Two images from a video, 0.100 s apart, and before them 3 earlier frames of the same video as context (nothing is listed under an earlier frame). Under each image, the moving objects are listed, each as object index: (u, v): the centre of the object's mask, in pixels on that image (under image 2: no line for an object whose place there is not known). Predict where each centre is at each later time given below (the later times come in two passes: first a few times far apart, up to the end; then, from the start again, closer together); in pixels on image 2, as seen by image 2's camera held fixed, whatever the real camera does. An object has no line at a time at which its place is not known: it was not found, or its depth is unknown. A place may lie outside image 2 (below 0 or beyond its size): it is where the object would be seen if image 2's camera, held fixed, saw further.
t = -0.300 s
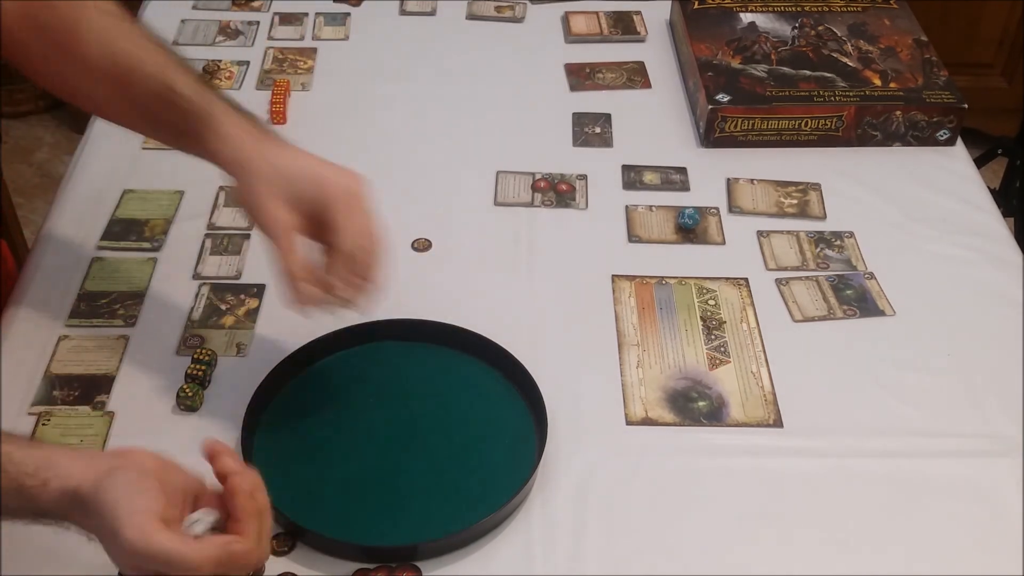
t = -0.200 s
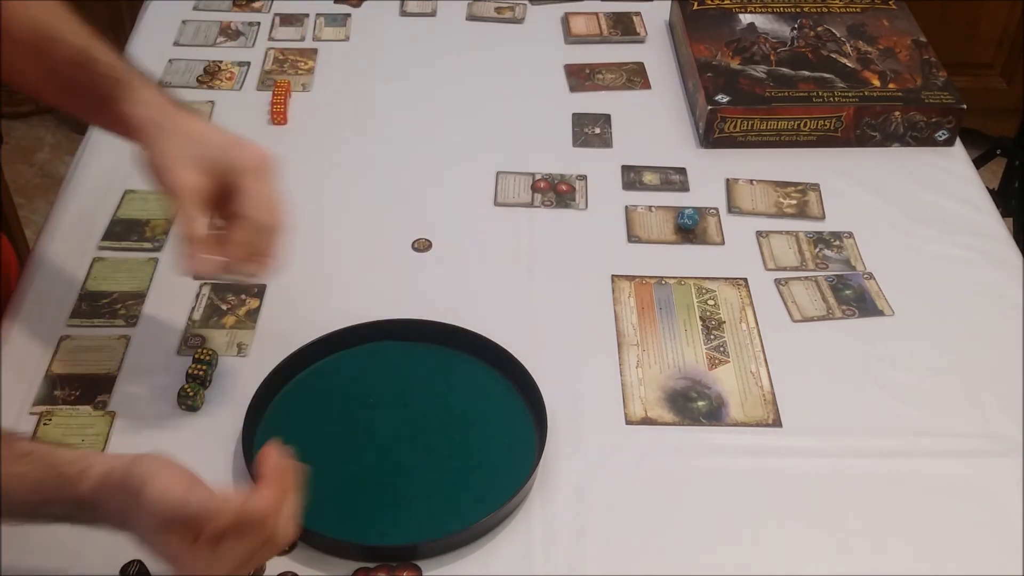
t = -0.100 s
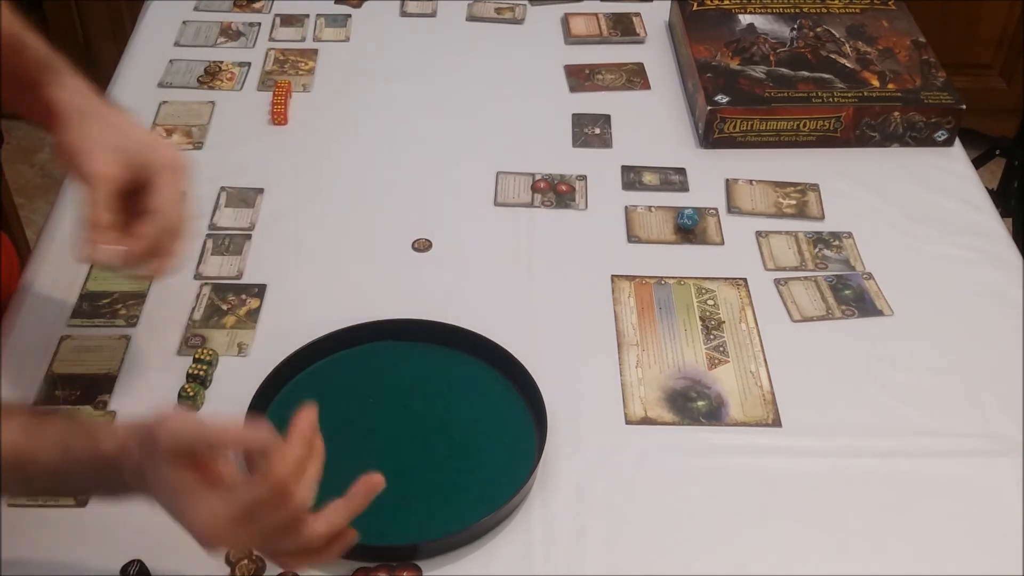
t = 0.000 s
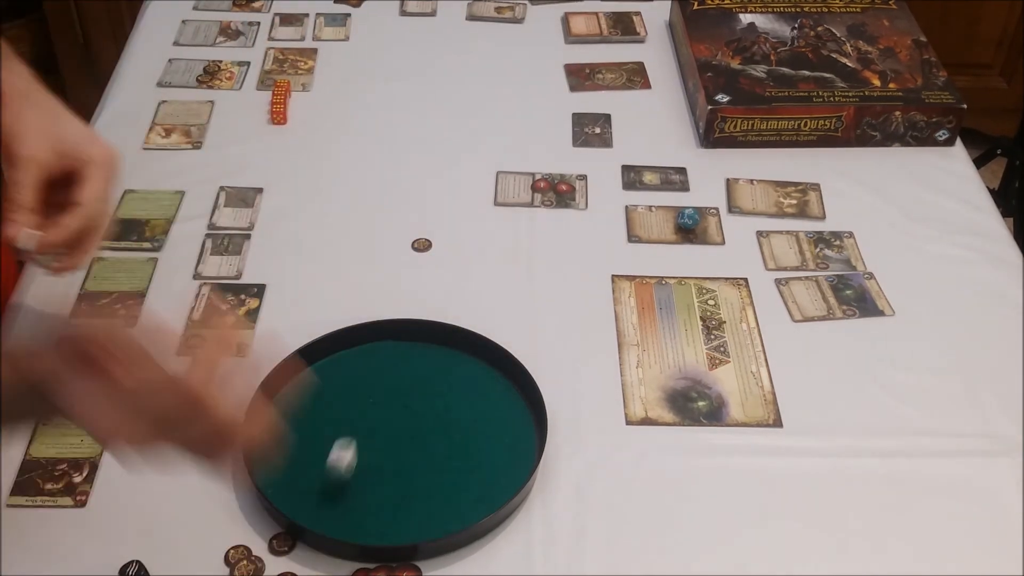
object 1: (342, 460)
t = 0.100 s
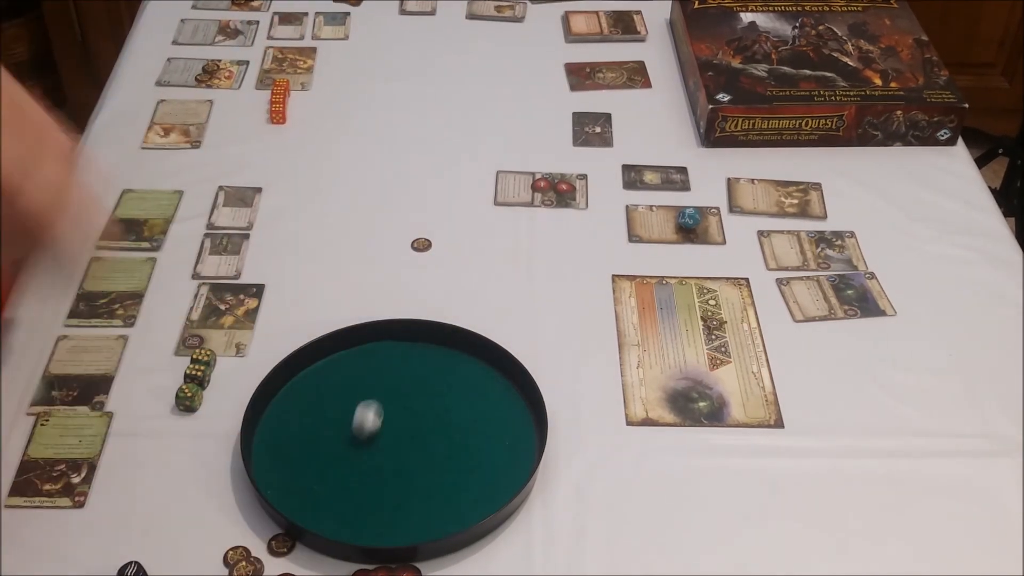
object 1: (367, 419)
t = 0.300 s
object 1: (392, 358)
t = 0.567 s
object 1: (387, 345)
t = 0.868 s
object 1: (388, 346)
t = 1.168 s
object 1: (388, 346)
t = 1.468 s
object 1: (388, 346)
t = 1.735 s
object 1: (388, 346)
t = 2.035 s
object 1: (388, 346)
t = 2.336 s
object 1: (388, 346)
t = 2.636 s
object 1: (388, 345)
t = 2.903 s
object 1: (388, 345)
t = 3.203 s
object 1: (388, 345)
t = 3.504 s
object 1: (388, 345)
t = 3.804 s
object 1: (388, 345)
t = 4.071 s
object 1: (388, 345)
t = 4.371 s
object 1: (388, 345)
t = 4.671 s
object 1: (388, 345)
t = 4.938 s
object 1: (388, 345)
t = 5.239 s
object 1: (388, 345)
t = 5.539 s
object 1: (388, 345)
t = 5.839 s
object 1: (388, 345)
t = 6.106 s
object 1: (388, 345)
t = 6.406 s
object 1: (388, 345)
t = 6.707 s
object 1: (388, 345)
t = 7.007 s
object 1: (388, 345)
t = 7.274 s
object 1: (388, 345)
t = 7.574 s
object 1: (388, 345)
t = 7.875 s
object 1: (388, 345)
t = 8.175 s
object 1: (388, 345)
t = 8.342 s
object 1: (388, 345)
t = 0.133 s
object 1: (372, 405)
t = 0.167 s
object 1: (379, 391)
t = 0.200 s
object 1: (384, 380)
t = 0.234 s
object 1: (389, 369)
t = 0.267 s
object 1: (392, 364)
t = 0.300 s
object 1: (392, 358)
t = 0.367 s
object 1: (392, 349)
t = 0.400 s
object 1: (394, 345)
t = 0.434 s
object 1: (394, 343)
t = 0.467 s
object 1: (393, 342)
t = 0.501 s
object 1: (389, 344)
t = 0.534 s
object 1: (387, 346)
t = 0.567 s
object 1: (387, 345)
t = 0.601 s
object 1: (388, 345)
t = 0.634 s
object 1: (388, 345)
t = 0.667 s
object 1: (388, 345)
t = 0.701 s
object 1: (388, 346)
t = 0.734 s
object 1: (388, 346)
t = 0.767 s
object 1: (388, 346)
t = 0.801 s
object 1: (388, 346)
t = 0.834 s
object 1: (388, 346)
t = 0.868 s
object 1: (388, 346)
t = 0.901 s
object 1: (388, 346)
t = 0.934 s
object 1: (388, 345)
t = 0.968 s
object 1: (388, 346)
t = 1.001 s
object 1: (388, 346)
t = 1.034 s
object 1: (388, 346)
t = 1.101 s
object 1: (388, 345)
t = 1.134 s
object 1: (388, 346)
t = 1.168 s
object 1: (388, 346)
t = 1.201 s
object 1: (388, 346)
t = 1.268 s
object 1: (388, 346)
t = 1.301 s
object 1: (388, 346)
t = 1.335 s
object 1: (388, 346)
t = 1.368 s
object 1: (388, 346)
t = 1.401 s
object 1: (388, 346)
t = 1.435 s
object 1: (388, 346)
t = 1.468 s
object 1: (388, 346)
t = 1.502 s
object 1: (388, 345)
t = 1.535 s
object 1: (388, 345)
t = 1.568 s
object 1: (388, 346)
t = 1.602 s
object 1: (388, 345)
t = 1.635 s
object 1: (388, 346)
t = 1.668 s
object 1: (388, 346)
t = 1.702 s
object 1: (388, 346)
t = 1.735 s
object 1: (388, 346)
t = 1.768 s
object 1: (388, 346)
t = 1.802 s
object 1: (388, 346)
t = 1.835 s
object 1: (388, 346)
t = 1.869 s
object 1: (388, 346)
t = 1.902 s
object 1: (388, 346)
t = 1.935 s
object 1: (388, 346)
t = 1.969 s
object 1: (388, 346)
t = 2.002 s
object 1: (388, 346)
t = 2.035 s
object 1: (388, 346)
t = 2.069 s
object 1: (388, 346)
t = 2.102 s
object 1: (388, 346)
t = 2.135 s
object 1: (388, 346)
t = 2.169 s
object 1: (388, 346)
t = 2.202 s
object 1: (388, 346)
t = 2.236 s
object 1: (388, 346)
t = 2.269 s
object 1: (388, 346)
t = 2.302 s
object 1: (388, 346)
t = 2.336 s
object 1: (388, 346)
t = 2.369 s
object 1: (388, 346)
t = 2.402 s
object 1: (388, 346)
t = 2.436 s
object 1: (388, 346)
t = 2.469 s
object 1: (388, 346)
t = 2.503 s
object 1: (388, 346)
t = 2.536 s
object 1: (388, 346)
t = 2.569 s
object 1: (388, 345)
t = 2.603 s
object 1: (388, 345)
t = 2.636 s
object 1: (388, 345)
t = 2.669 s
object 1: (388, 345)
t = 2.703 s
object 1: (388, 346)
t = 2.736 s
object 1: (388, 346)
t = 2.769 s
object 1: (388, 346)
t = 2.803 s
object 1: (388, 346)
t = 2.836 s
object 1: (388, 345)
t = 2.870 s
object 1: (388, 345)
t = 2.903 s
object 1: (388, 345)
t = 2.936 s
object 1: (388, 345)
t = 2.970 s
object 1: (388, 345)
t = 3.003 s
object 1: (388, 345)
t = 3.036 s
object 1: (388, 345)
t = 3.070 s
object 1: (388, 345)
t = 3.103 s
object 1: (388, 345)
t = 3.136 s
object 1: (388, 345)
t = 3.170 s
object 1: (388, 345)
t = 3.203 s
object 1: (388, 345)
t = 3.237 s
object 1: (388, 345)
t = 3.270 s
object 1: (388, 345)
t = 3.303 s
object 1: (388, 345)
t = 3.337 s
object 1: (388, 345)
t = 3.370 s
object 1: (388, 345)
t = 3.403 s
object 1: (388, 345)
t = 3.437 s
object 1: (388, 345)
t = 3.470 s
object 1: (388, 345)
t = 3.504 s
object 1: (388, 345)
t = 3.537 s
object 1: (388, 345)
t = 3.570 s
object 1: (388, 345)
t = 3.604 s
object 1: (388, 345)
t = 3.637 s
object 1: (388, 345)
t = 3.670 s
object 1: (388, 345)
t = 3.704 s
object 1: (388, 345)
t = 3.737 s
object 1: (388, 345)
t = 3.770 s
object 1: (388, 345)
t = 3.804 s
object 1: (388, 345)
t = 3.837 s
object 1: (388, 345)
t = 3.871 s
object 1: (388, 345)
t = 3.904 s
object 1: (388, 345)
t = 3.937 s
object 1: (388, 345)
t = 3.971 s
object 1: (388, 345)
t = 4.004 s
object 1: (388, 345)
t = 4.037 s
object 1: (388, 345)
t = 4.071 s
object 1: (388, 345)
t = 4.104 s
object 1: (388, 345)
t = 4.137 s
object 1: (388, 345)
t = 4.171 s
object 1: (388, 345)
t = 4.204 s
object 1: (388, 345)
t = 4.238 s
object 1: (388, 345)
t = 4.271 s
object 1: (388, 345)
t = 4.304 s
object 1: (388, 345)
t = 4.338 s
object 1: (388, 345)
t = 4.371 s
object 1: (388, 345)
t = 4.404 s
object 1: (388, 345)
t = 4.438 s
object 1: (388, 345)
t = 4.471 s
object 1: (388, 345)
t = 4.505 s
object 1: (388, 345)
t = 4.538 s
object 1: (388, 345)
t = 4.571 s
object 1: (388, 345)
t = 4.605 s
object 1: (388, 345)
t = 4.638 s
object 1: (388, 345)
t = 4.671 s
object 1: (388, 345)
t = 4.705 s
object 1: (388, 345)
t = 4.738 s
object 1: (388, 345)
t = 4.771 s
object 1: (388, 345)
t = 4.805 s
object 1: (388, 345)
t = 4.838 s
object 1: (388, 345)
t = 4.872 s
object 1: (388, 345)
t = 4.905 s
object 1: (388, 345)
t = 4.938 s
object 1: (388, 345)
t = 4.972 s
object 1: (388, 345)
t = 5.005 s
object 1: (388, 345)
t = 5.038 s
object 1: (388, 345)
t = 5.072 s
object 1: (388, 345)
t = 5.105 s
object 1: (388, 345)
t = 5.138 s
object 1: (388, 345)
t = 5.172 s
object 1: (388, 345)
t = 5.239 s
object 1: (388, 345)
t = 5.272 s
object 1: (388, 345)
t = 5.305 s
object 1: (388, 345)
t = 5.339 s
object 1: (388, 345)
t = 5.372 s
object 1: (388, 345)
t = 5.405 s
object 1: (388, 345)
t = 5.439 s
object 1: (388, 345)
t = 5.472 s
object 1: (388, 345)
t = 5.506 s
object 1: (388, 345)
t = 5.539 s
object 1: (388, 345)
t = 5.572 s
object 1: (388, 345)
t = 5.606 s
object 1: (388, 345)
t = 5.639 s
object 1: (388, 345)
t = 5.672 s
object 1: (388, 345)
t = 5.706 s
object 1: (388, 345)
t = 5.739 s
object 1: (388, 345)
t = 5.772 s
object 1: (388, 345)
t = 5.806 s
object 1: (388, 345)
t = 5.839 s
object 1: (388, 345)
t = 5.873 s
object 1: (388, 345)
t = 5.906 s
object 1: (388, 345)
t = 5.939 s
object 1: (388, 345)
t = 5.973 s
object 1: (388, 345)
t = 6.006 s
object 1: (388, 345)
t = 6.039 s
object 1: (388, 345)
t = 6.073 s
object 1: (388, 345)
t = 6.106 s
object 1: (388, 345)
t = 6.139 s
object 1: (388, 345)
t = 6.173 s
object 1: (388, 345)
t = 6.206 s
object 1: (388, 345)
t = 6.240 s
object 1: (388, 345)
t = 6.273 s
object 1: (388, 345)
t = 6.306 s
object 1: (388, 345)
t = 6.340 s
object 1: (388, 345)
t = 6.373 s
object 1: (388, 345)
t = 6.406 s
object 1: (388, 345)
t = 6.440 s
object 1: (388, 345)
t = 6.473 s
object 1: (388, 345)
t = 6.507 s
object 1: (388, 345)
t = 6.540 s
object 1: (388, 345)
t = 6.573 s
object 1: (388, 345)
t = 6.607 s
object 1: (388, 345)
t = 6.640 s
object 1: (388, 345)
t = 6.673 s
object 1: (388, 345)
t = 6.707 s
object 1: (388, 345)
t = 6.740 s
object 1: (388, 345)
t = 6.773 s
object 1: (388, 345)
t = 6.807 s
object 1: (388, 345)
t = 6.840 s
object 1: (388, 345)
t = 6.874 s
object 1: (388, 345)
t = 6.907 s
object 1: (388, 345)
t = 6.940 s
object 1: (388, 345)
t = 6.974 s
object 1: (388, 345)
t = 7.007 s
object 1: (388, 345)
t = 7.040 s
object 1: (388, 345)
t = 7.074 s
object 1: (388, 345)
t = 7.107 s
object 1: (388, 345)
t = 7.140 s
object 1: (388, 345)
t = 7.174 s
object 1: (388, 345)
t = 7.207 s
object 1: (388, 345)
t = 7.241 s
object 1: (388, 345)
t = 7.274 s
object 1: (388, 345)
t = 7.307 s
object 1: (388, 345)
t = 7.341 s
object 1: (388, 345)
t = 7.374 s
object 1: (388, 345)
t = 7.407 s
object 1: (388, 345)
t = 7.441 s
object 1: (388, 345)
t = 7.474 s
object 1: (388, 345)
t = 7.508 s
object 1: (388, 345)
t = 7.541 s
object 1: (388, 345)
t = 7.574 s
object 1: (388, 345)
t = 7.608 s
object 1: (388, 345)
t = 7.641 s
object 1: (388, 345)
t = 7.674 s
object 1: (388, 345)
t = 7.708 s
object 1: (388, 345)
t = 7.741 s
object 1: (388, 345)
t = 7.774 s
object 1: (388, 345)
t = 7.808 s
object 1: (388, 345)
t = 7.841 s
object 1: (388, 345)
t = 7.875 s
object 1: (388, 345)
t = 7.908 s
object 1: (388, 345)
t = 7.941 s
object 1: (388, 345)
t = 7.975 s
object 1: (388, 345)
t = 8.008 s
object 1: (388, 345)
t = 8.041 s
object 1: (388, 345)
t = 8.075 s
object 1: (388, 345)
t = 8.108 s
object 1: (388, 345)
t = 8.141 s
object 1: (388, 345)
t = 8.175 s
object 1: (388, 345)
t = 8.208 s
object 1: (388, 345)
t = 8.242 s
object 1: (388, 345)
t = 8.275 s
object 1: (388, 345)
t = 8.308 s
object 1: (388, 345)
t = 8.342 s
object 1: (388, 345)
